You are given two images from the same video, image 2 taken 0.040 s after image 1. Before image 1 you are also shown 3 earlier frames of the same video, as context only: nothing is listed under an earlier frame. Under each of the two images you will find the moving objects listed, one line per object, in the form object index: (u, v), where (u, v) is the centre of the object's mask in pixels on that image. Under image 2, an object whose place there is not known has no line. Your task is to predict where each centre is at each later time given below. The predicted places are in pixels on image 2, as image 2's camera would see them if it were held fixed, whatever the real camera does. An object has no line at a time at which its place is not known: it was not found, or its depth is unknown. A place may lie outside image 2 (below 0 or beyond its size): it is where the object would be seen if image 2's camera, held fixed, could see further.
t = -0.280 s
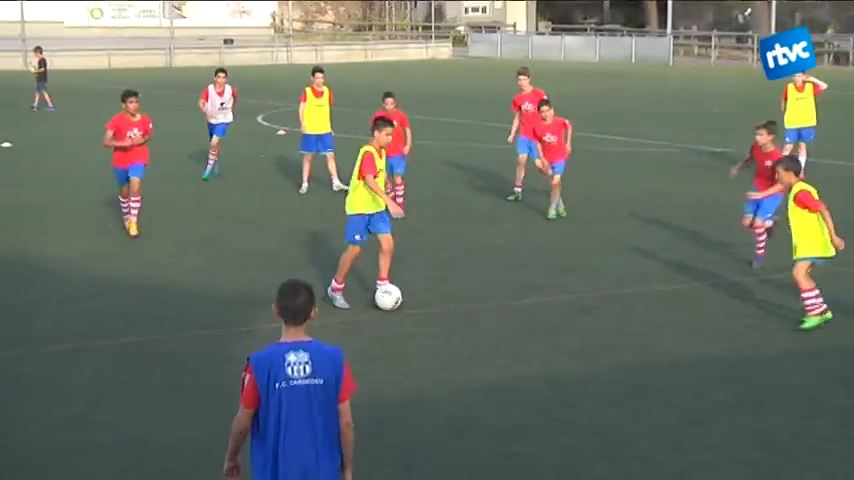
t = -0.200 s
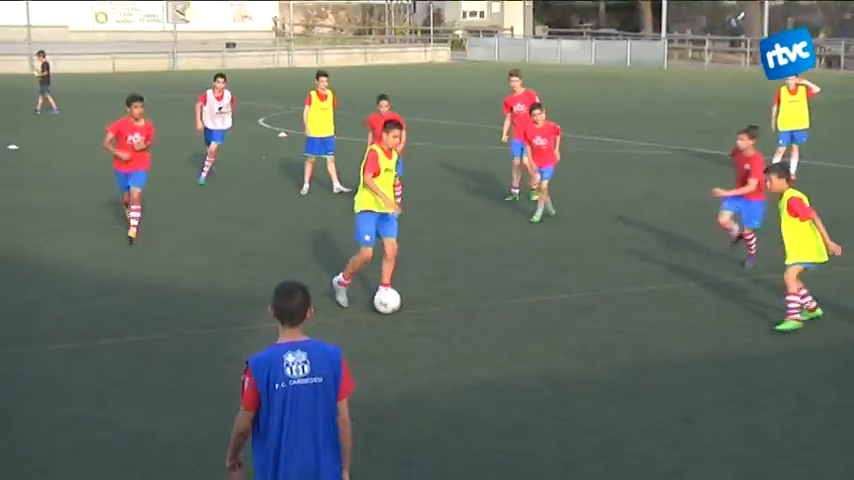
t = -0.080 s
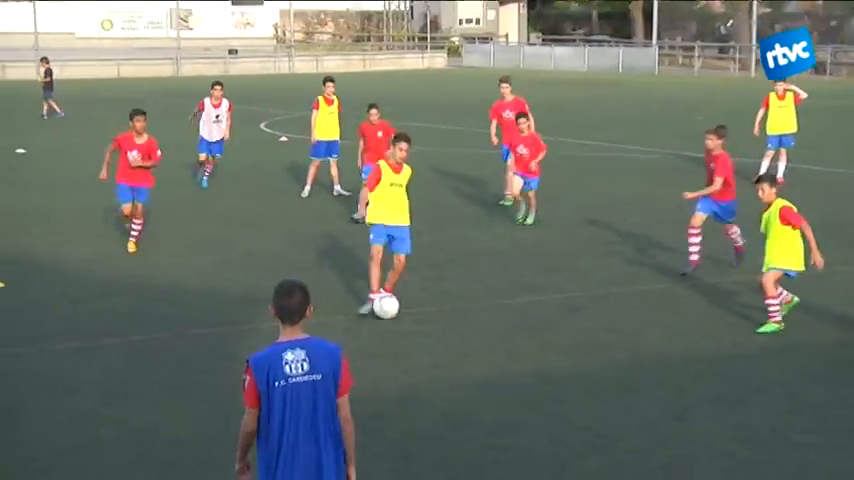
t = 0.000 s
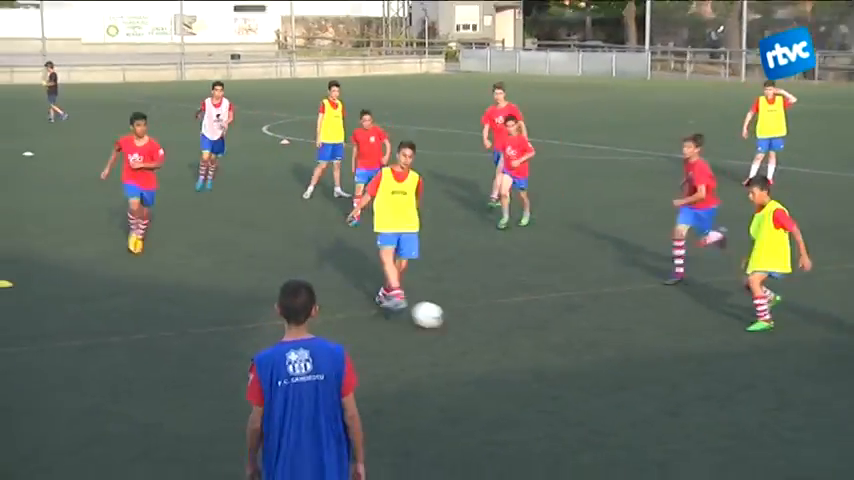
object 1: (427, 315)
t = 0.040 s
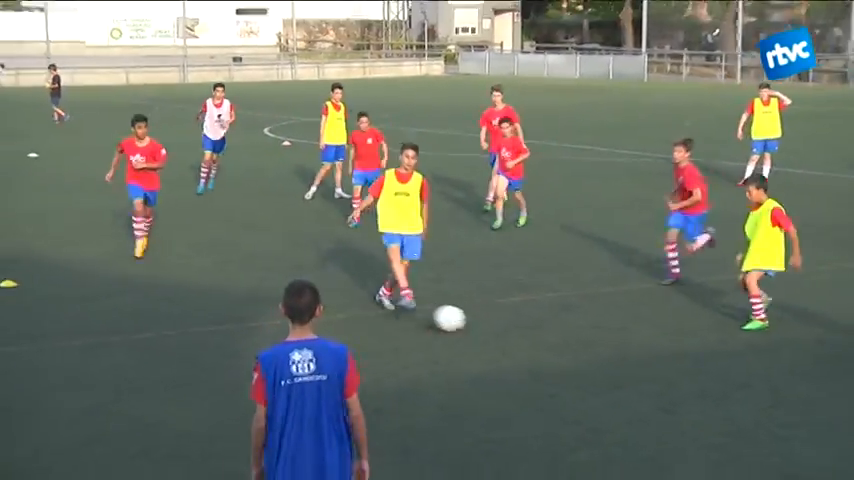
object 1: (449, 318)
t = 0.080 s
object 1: (473, 324)
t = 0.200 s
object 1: (546, 343)
